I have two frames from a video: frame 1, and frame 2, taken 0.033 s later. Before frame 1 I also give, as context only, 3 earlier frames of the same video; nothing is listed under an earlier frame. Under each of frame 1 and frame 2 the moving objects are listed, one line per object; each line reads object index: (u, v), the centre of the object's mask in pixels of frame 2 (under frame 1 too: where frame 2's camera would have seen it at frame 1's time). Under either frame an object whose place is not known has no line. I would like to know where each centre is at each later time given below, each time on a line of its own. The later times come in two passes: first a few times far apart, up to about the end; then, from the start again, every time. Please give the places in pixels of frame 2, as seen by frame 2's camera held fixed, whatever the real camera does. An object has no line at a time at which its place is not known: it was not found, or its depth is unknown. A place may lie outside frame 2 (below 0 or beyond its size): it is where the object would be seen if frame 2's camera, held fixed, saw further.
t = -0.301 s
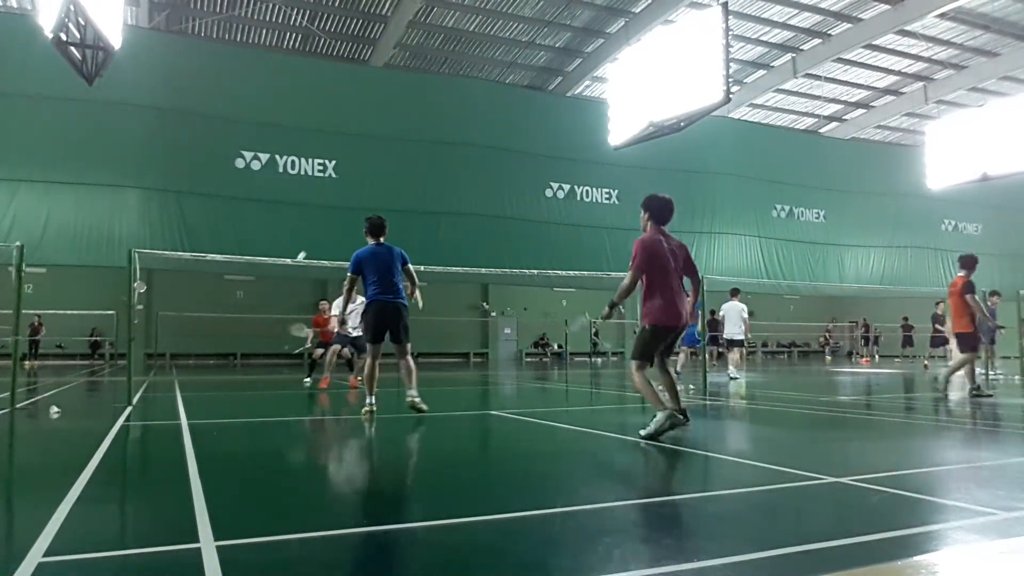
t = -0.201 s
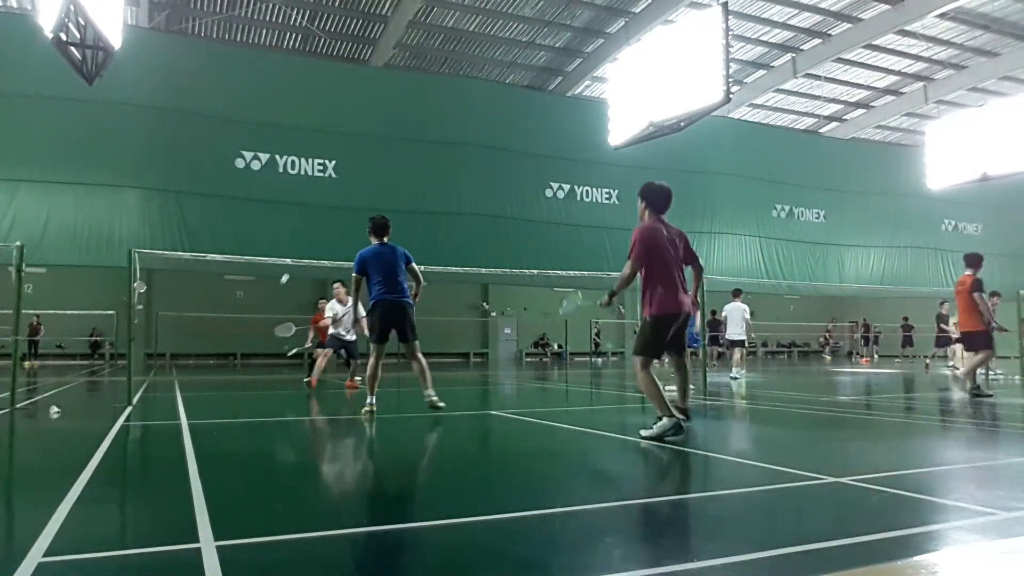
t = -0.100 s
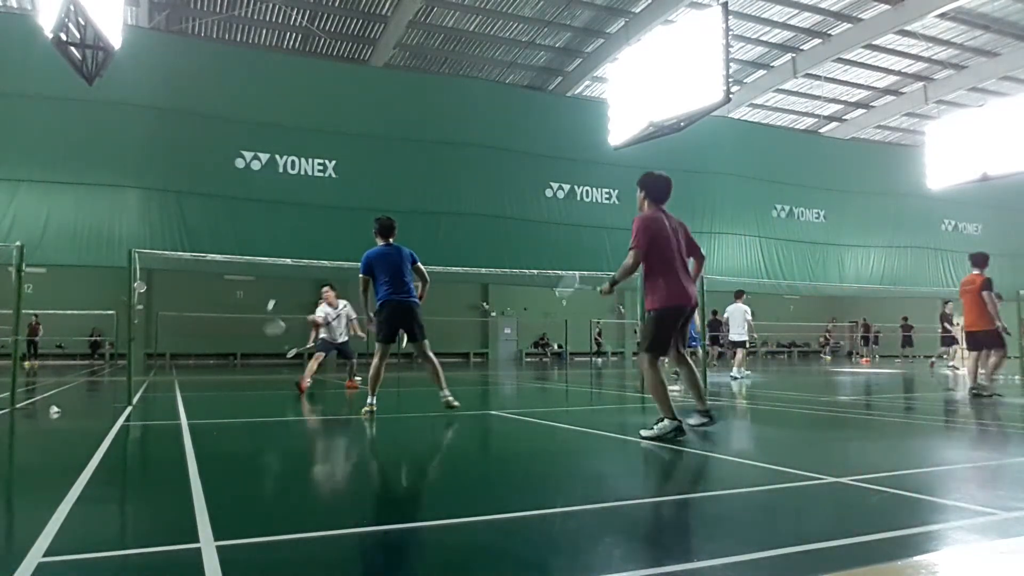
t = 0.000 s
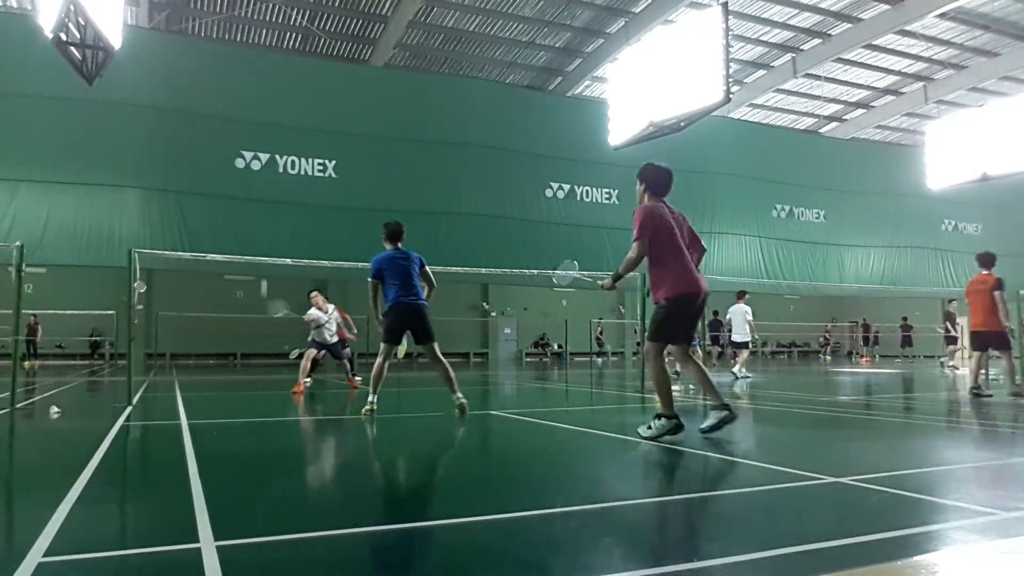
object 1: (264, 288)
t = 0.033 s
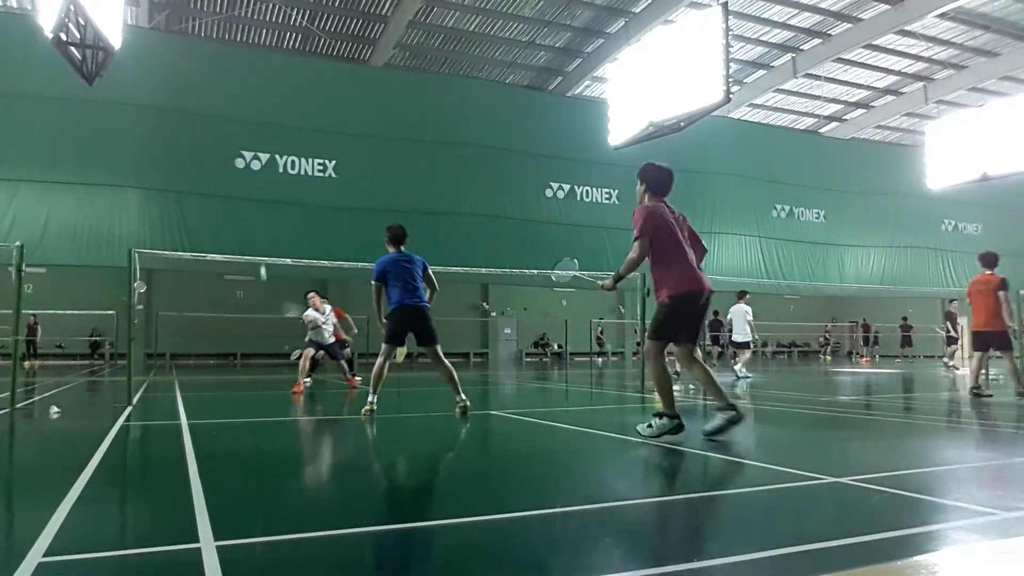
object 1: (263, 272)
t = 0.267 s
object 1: (258, 205)
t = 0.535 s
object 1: (246, 193)
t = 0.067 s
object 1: (262, 252)
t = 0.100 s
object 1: (261, 242)
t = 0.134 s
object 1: (261, 232)
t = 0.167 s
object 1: (261, 226)
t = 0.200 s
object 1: (260, 219)
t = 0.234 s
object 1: (259, 212)
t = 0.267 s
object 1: (258, 205)
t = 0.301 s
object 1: (258, 199)
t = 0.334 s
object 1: (257, 194)
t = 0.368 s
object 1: (255, 190)
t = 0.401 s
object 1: (253, 187)
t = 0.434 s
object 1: (252, 186)
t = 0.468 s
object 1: (250, 186)
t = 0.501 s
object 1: (248, 190)
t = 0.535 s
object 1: (246, 193)
